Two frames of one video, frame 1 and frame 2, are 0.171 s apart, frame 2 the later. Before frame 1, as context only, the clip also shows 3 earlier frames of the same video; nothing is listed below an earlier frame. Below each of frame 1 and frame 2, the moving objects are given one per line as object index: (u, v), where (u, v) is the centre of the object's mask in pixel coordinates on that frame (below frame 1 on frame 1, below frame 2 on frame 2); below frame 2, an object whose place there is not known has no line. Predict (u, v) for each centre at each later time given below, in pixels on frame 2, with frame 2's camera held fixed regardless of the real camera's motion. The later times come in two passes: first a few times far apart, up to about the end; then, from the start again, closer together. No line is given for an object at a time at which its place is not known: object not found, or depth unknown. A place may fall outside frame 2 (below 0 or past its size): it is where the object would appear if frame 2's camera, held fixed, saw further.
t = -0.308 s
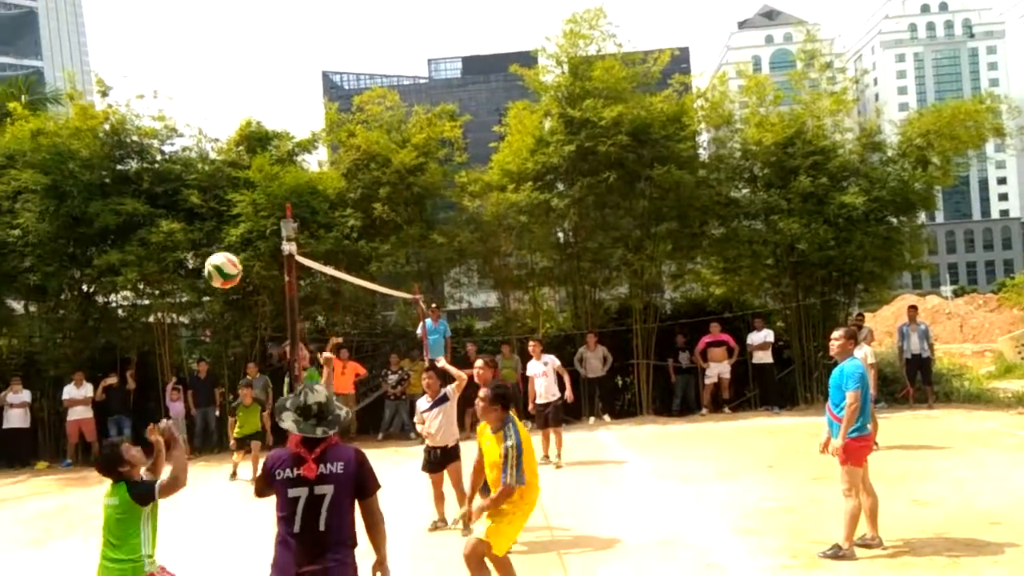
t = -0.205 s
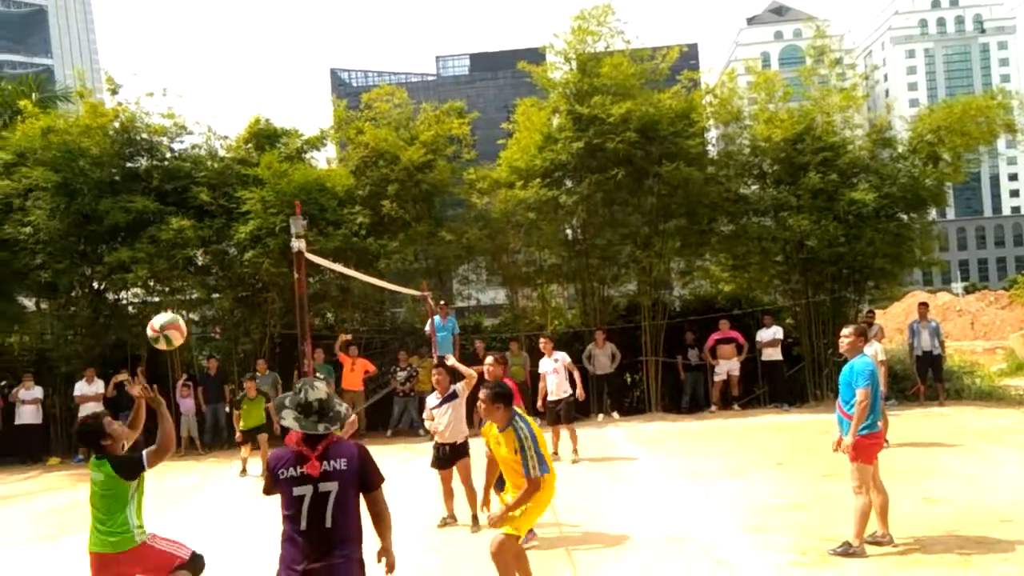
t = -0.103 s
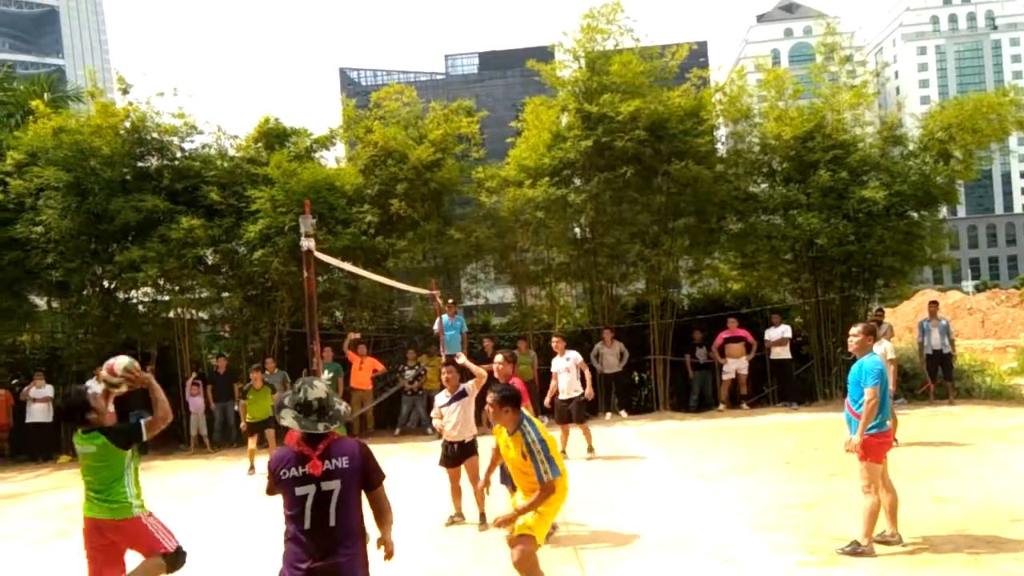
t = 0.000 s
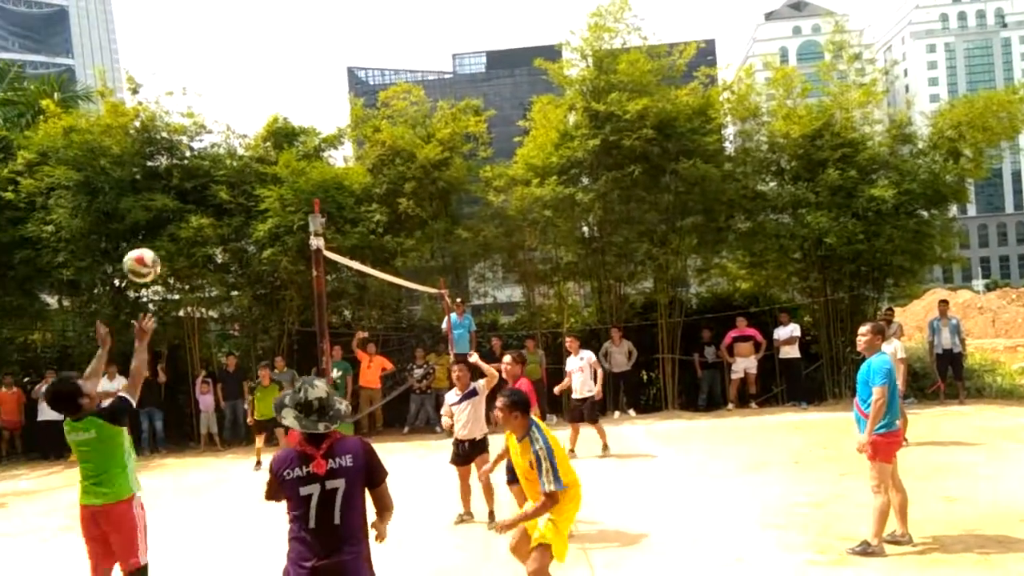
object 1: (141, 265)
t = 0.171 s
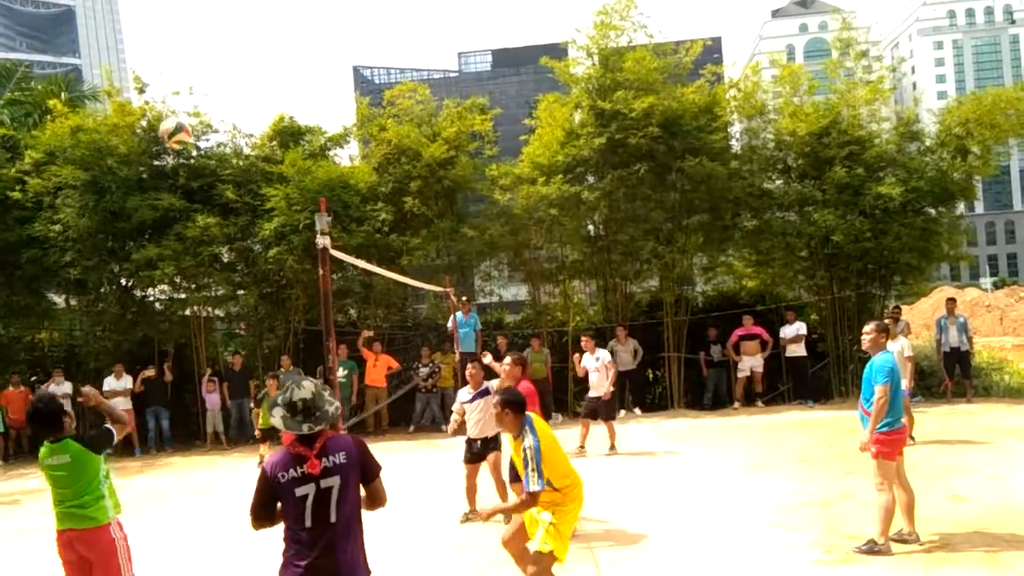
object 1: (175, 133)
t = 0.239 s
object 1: (186, 101)
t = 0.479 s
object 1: (221, 43)
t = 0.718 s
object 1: (248, 58)
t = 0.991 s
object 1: (276, 135)
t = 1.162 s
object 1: (296, 209)
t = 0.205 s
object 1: (181, 116)
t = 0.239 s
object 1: (186, 101)
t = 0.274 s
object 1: (191, 88)
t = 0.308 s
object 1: (196, 76)
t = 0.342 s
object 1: (201, 66)
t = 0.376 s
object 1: (206, 58)
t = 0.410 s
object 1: (211, 51)
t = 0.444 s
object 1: (215, 46)
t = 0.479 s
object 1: (221, 43)
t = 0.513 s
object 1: (225, 41)
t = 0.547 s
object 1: (229, 40)
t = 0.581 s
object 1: (232, 42)
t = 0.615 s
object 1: (237, 44)
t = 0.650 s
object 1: (241, 48)
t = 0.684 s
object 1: (245, 52)
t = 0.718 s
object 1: (248, 58)
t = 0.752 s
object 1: (252, 64)
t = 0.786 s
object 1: (257, 72)
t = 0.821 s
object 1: (260, 81)
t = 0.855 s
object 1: (263, 90)
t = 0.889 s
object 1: (267, 101)
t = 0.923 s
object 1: (270, 113)
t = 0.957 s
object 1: (275, 124)
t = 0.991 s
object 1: (276, 135)
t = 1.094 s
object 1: (288, 178)
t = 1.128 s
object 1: (291, 192)
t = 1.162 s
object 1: (296, 209)
